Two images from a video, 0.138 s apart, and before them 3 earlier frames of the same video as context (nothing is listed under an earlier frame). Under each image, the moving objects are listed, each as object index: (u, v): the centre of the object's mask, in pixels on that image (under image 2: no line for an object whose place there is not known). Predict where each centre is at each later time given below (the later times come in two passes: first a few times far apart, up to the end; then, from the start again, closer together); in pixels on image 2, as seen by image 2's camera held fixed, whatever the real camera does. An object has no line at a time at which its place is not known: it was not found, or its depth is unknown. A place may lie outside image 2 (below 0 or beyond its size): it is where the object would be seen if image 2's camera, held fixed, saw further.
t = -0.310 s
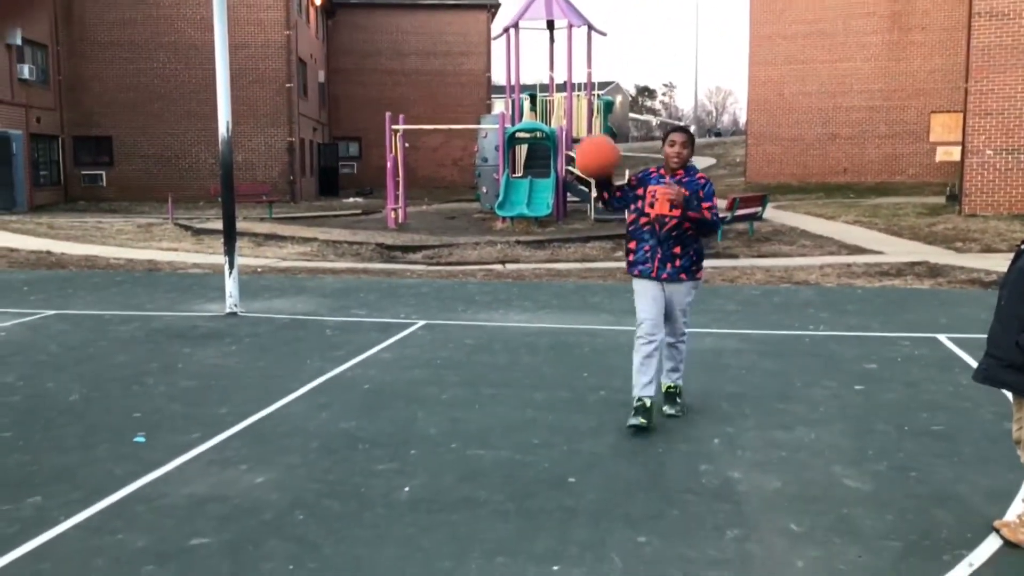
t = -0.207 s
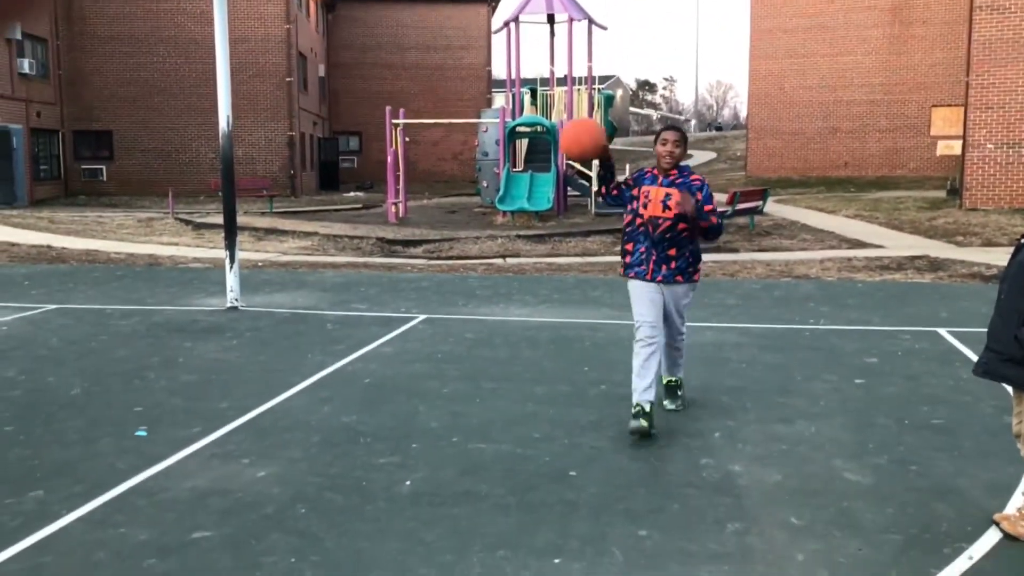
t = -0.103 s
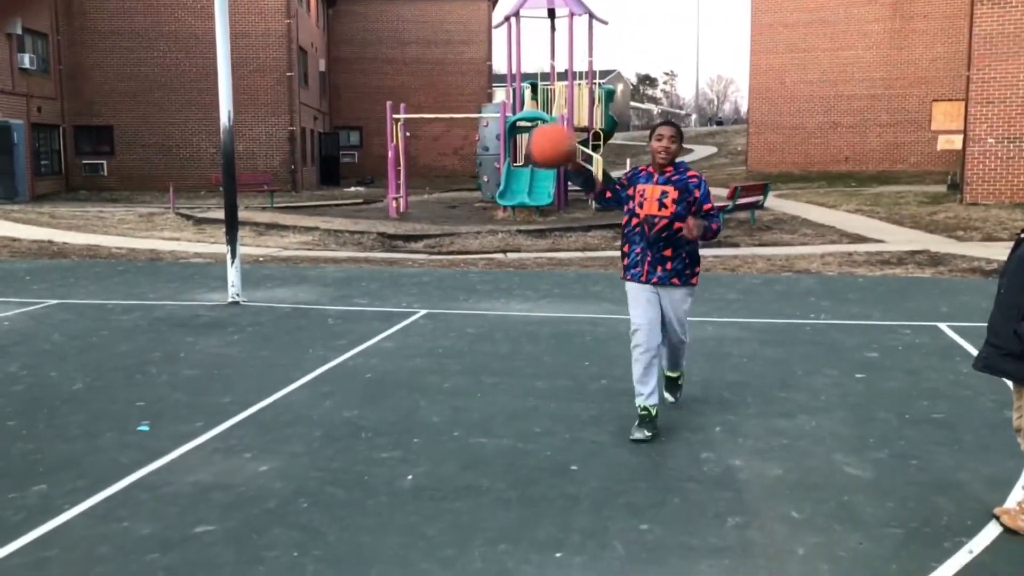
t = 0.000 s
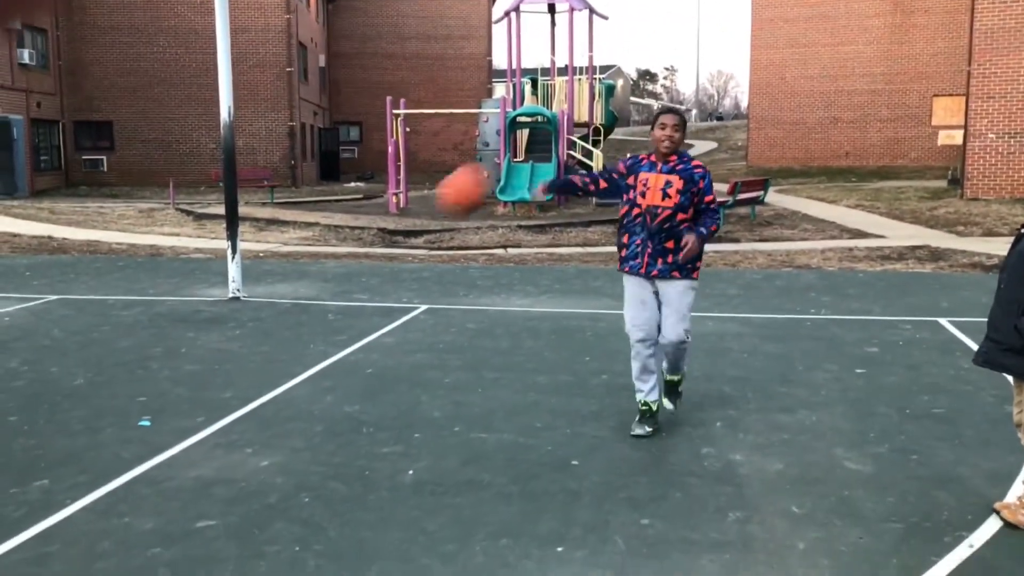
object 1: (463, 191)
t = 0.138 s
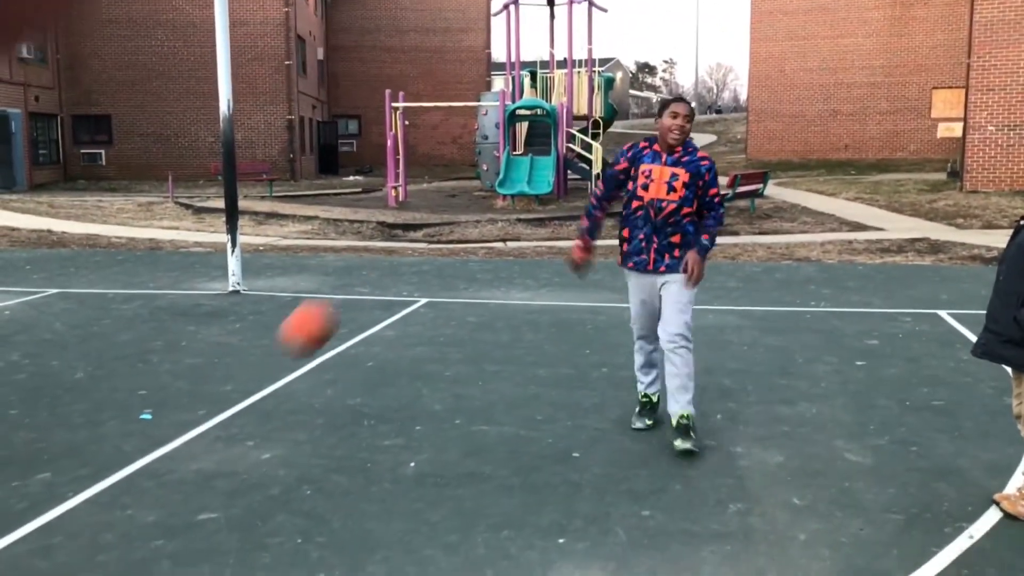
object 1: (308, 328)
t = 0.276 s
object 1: (216, 345)
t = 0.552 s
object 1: (88, 195)
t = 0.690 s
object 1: (29, 172)
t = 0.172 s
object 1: (276, 361)
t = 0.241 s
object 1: (231, 370)
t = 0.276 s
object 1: (216, 345)
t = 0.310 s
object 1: (200, 320)
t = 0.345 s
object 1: (184, 295)
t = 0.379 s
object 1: (168, 274)
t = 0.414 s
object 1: (153, 256)
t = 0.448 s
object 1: (132, 238)
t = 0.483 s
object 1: (118, 221)
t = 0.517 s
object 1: (105, 206)
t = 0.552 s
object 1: (88, 195)
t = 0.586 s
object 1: (72, 186)
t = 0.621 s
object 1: (57, 179)
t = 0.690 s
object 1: (29, 172)
